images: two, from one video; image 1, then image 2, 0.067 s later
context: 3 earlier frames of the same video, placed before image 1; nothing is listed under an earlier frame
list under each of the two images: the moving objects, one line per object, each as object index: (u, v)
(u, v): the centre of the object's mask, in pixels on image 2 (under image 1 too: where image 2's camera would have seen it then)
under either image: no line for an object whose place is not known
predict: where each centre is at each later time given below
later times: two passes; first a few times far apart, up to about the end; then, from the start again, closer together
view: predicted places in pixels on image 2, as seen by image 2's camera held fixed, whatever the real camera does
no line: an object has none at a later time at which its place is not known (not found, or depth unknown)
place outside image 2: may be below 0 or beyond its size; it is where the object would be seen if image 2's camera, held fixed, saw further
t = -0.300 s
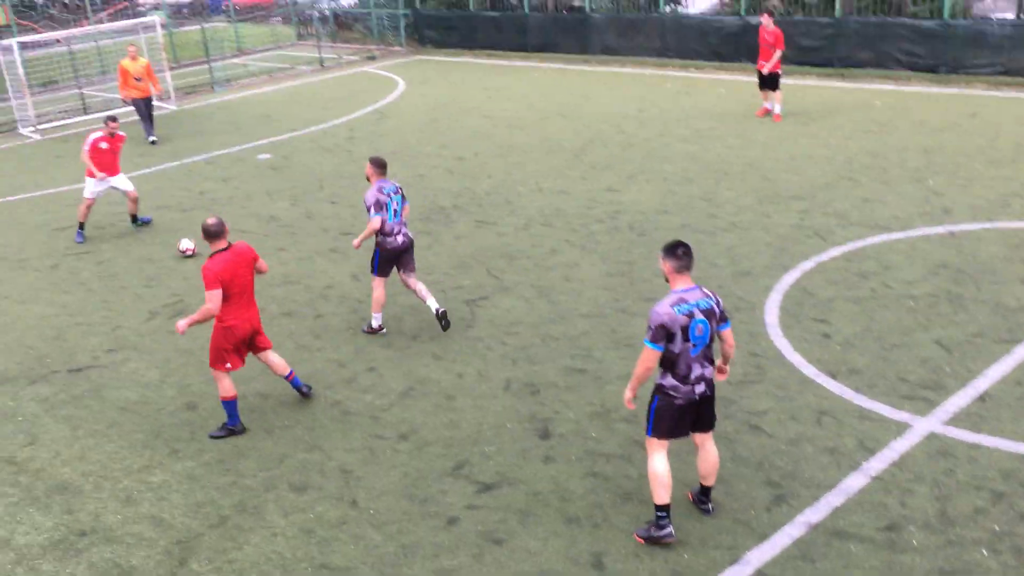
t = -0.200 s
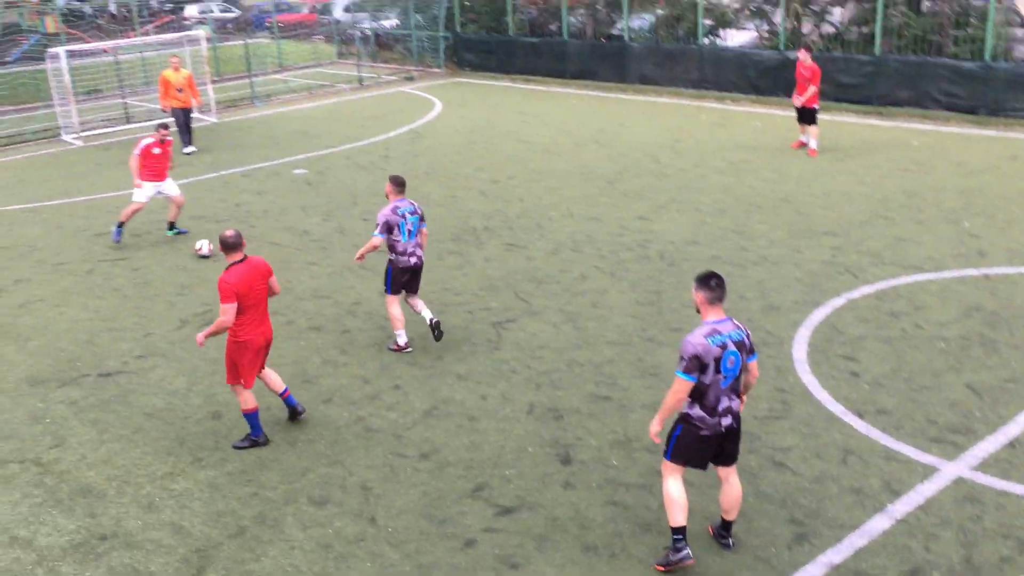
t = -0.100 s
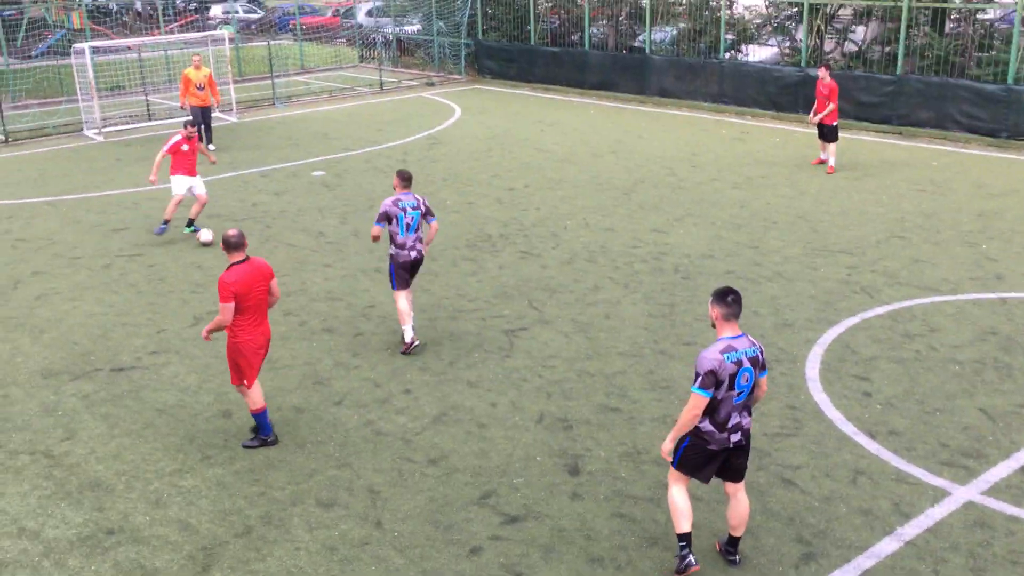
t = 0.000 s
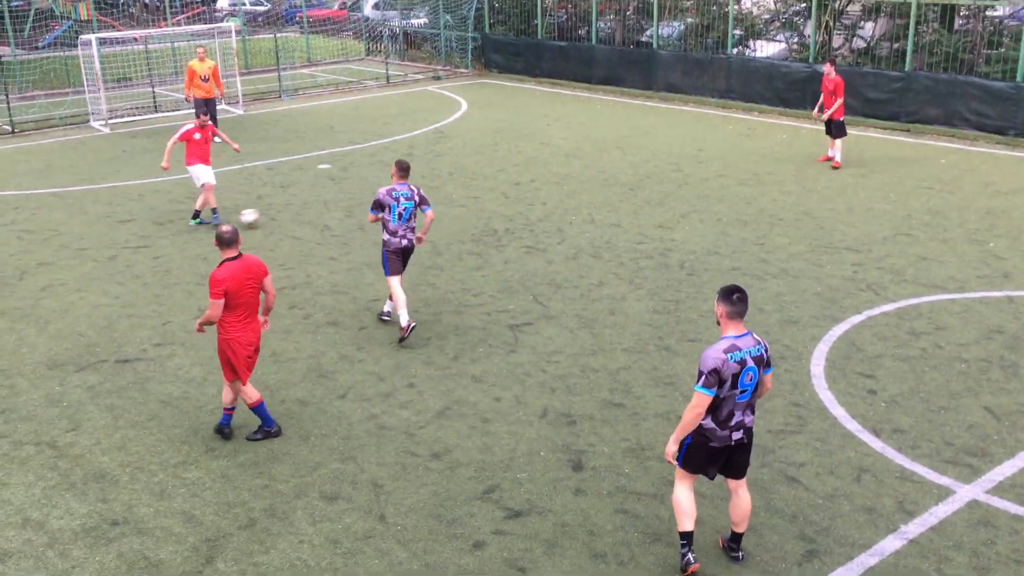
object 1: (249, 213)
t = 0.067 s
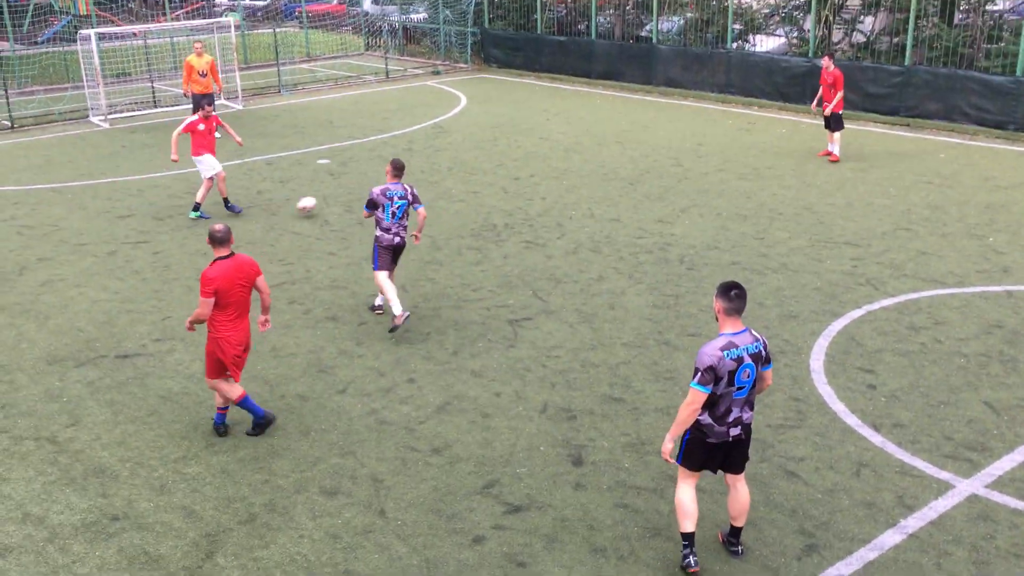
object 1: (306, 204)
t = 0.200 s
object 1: (413, 195)
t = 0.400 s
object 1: (536, 176)
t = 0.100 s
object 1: (335, 202)
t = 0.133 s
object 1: (358, 199)
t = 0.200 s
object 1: (413, 195)
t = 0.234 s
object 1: (434, 189)
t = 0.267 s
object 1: (455, 185)
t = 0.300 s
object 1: (476, 181)
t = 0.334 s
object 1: (496, 179)
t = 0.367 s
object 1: (516, 177)
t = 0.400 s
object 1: (536, 176)
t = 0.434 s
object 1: (555, 177)
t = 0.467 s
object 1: (573, 175)
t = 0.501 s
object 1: (588, 172)
